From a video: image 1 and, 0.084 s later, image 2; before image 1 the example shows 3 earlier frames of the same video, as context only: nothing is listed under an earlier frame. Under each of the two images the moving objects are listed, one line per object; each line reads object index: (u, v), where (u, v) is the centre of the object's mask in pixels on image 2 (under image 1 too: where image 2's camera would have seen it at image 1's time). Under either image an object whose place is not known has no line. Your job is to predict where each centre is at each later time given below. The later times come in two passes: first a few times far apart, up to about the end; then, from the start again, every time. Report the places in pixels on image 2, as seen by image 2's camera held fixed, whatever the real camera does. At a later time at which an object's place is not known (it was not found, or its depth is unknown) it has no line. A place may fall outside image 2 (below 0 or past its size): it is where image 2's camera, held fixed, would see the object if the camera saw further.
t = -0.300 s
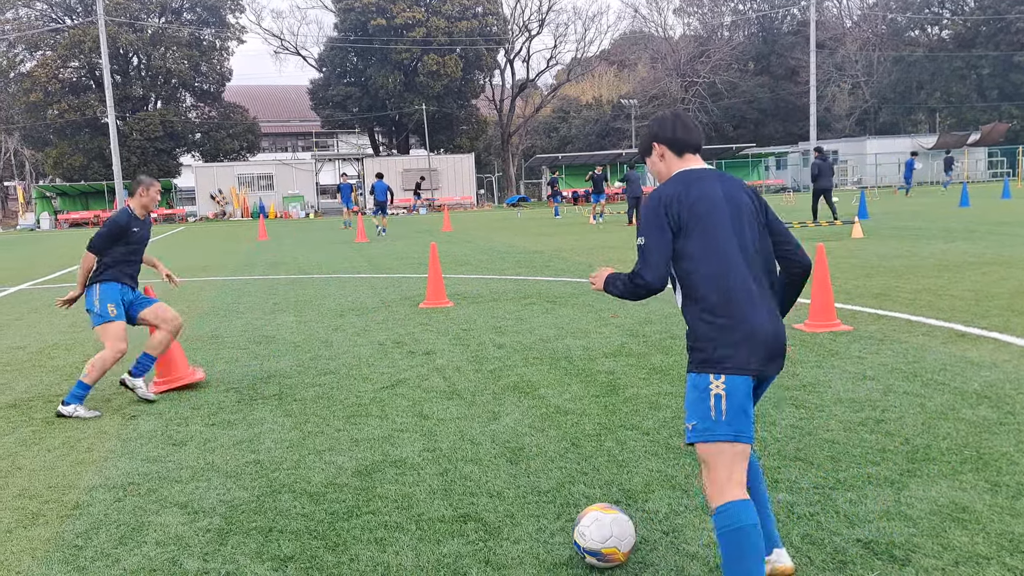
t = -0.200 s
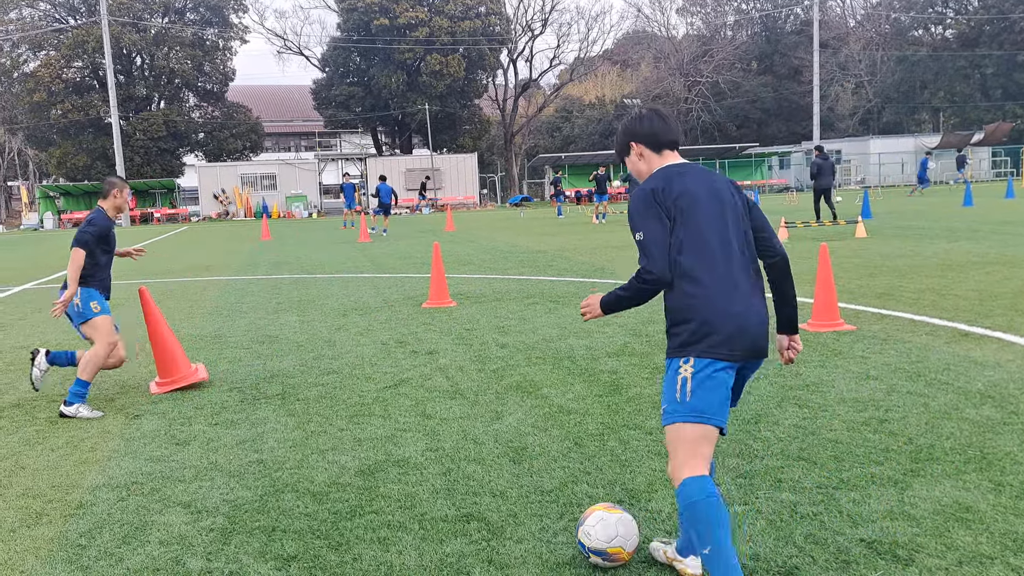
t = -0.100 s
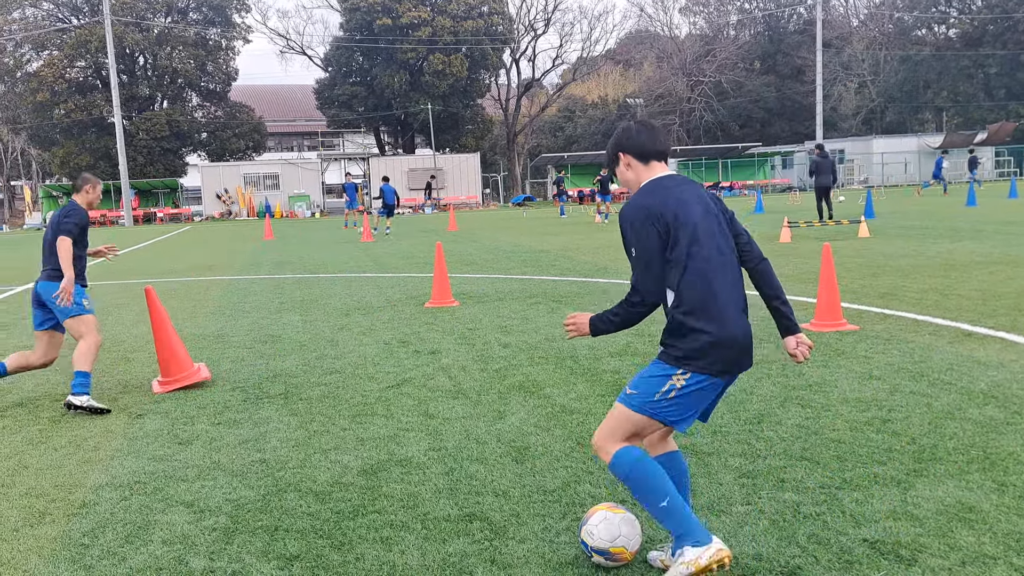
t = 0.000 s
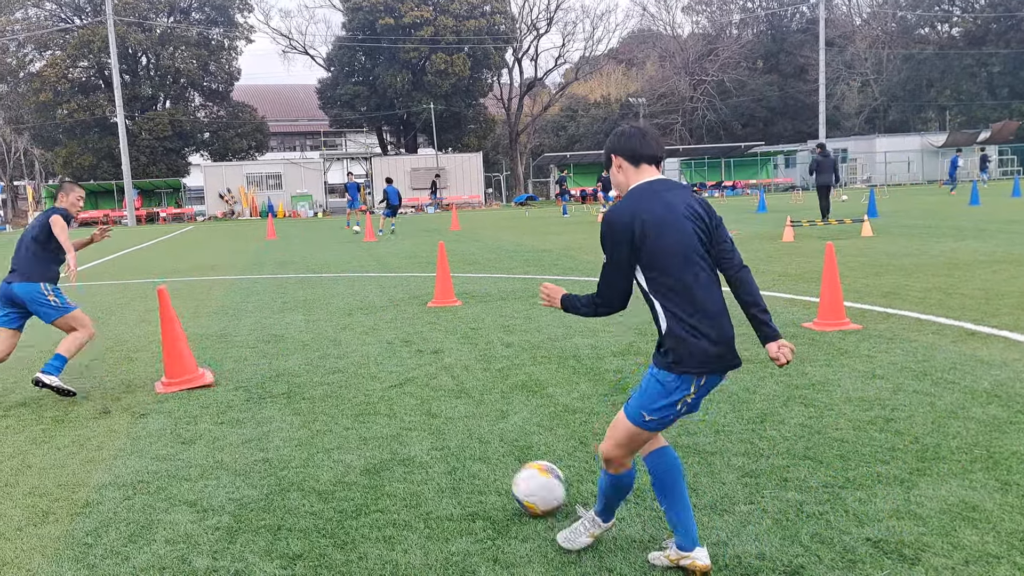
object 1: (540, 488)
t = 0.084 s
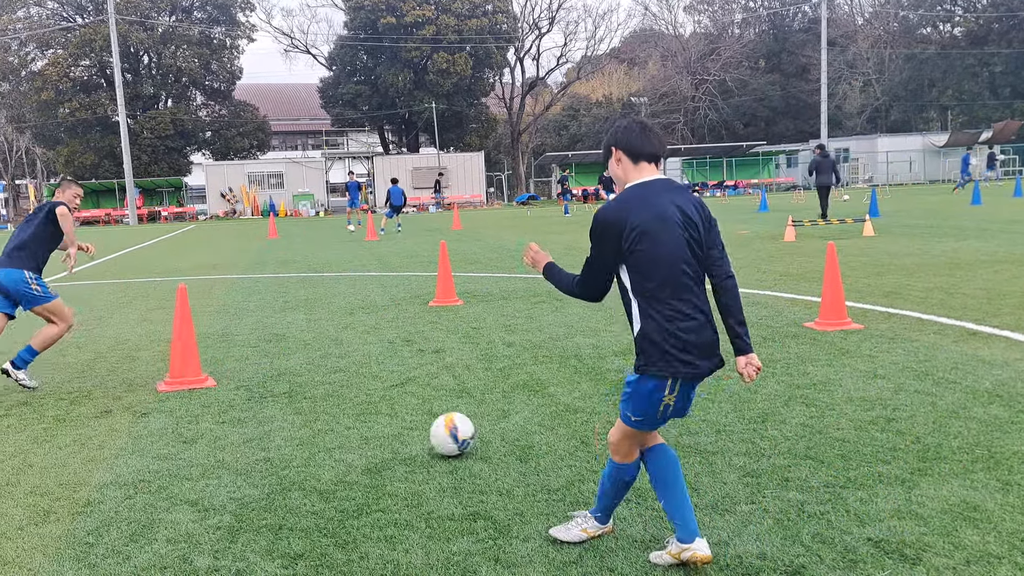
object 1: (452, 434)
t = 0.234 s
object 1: (359, 377)
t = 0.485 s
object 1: (281, 330)
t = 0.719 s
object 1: (244, 306)
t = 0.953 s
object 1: (223, 291)
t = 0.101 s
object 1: (438, 427)
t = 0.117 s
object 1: (426, 419)
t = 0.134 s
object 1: (415, 411)
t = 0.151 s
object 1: (403, 404)
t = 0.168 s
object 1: (394, 397)
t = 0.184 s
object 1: (384, 391)
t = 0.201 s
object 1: (375, 387)
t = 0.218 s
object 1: (366, 382)
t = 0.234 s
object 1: (359, 377)
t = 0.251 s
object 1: (352, 373)
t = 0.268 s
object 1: (345, 368)
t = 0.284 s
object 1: (338, 364)
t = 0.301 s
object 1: (332, 360)
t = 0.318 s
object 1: (326, 357)
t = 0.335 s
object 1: (320, 353)
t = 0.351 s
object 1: (315, 351)
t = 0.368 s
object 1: (310, 349)
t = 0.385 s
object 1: (305, 346)
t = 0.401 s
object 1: (301, 343)
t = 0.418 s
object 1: (297, 340)
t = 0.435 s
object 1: (292, 337)
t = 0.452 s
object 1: (288, 335)
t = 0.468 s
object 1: (284, 332)
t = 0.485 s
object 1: (281, 330)
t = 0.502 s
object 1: (277, 329)
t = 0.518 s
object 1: (274, 327)
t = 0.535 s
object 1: (271, 325)
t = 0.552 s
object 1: (268, 323)
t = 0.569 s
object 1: (265, 320)
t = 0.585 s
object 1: (262, 318)
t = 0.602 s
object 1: (260, 317)
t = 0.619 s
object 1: (258, 315)
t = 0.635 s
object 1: (255, 314)
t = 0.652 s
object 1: (253, 313)
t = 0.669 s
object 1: (250, 311)
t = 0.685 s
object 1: (248, 310)
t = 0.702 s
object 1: (246, 308)
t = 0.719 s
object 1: (244, 306)
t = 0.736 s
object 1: (242, 305)
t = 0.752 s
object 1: (240, 304)
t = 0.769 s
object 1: (238, 303)
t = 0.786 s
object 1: (237, 302)
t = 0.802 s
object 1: (235, 301)
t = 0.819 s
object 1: (234, 299)
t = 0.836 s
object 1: (232, 298)
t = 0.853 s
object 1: (231, 298)
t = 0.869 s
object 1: (229, 297)
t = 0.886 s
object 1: (228, 296)
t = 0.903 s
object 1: (226, 294)
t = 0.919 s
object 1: (225, 293)
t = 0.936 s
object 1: (224, 292)
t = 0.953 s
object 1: (223, 291)
